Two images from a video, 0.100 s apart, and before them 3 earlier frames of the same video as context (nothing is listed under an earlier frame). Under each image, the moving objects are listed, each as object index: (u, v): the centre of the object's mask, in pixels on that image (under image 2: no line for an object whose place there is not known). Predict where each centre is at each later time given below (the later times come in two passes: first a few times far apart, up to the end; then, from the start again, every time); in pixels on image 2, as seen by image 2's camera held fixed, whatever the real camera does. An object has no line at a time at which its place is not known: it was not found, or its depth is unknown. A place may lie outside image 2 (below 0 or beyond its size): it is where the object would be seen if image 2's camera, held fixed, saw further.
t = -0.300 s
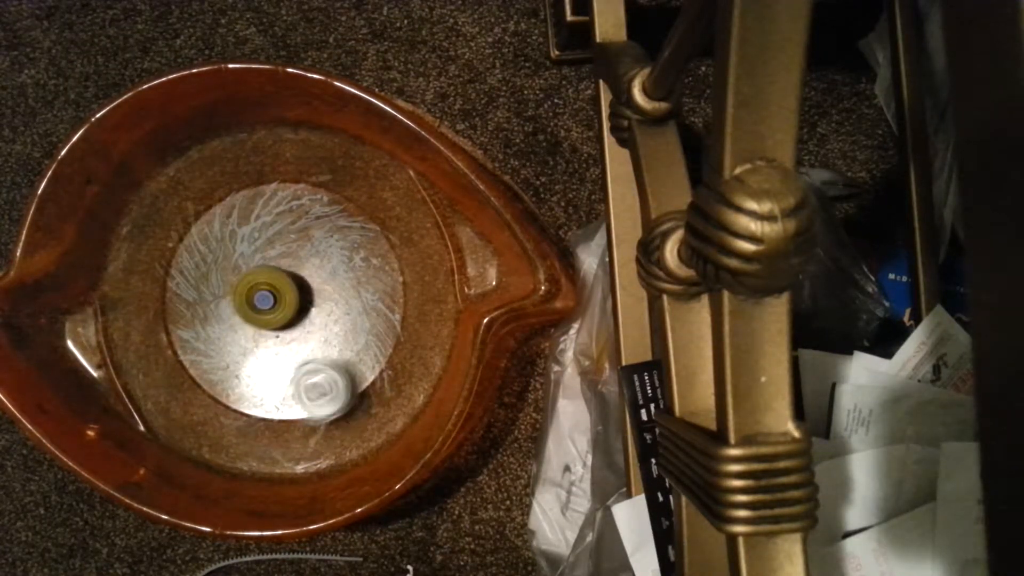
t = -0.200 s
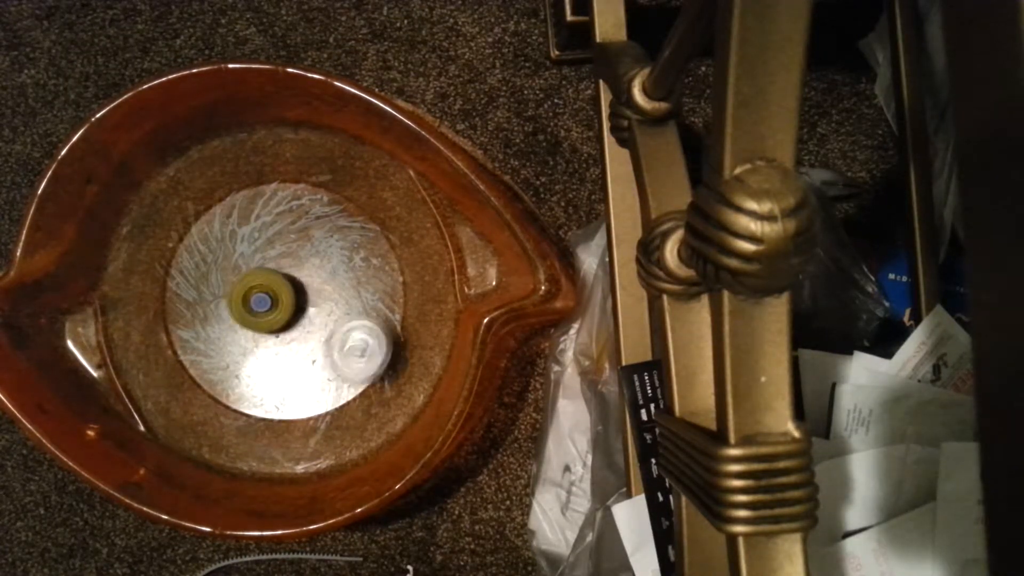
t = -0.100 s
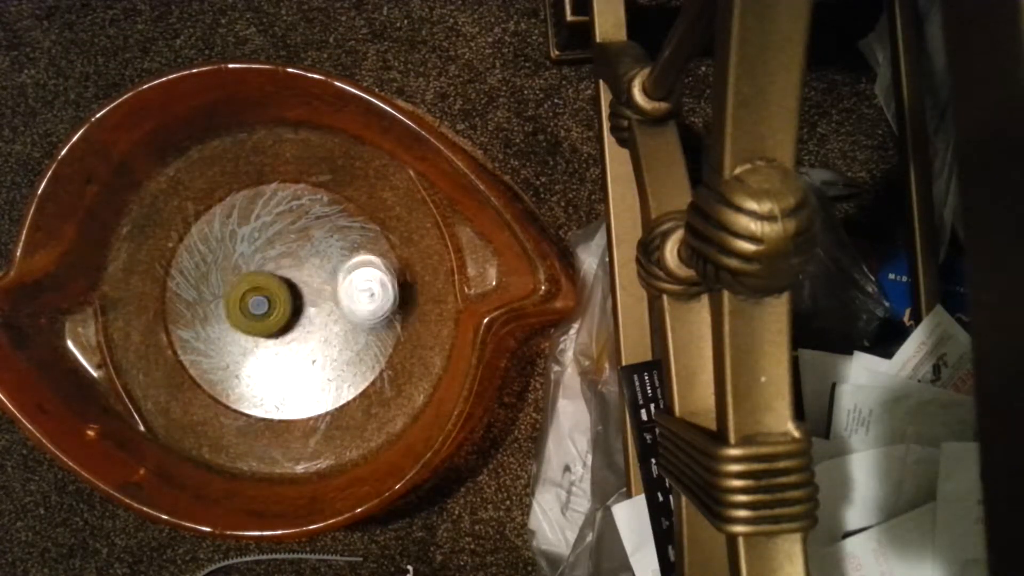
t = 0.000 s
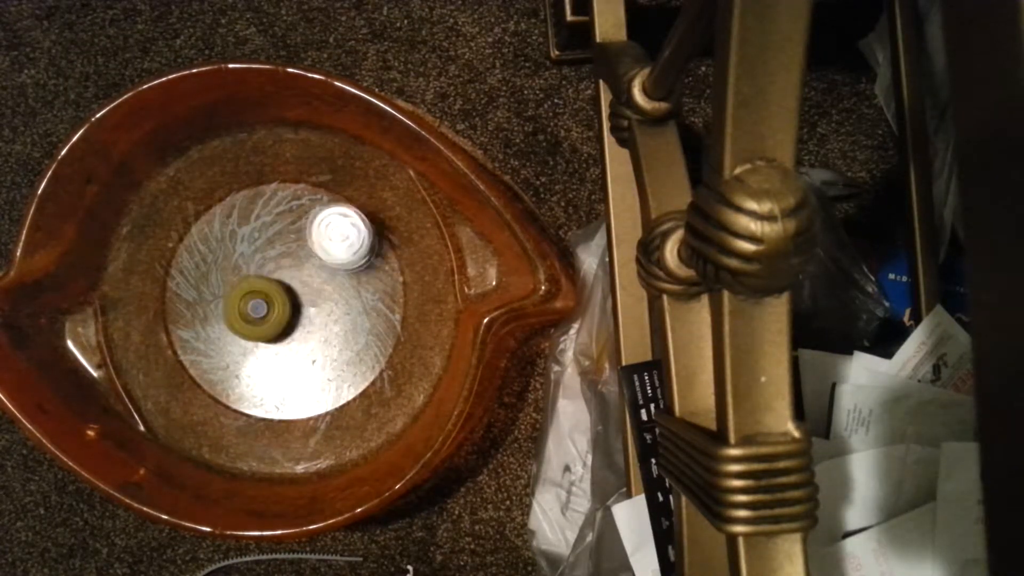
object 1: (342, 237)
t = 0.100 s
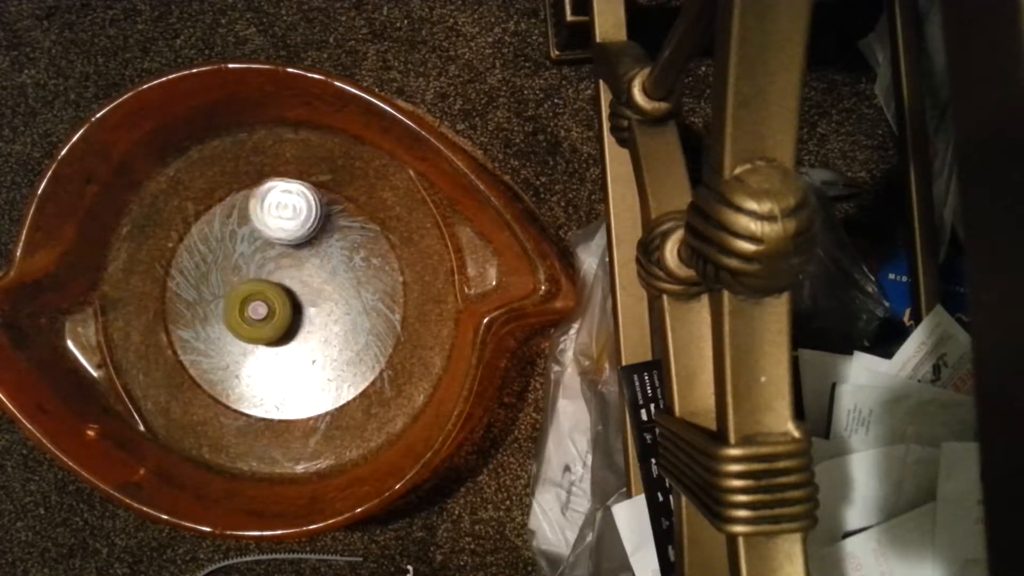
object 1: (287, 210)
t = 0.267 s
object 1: (194, 243)
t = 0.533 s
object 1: (240, 387)
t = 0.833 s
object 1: (362, 305)
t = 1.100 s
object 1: (255, 217)
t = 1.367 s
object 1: (198, 341)
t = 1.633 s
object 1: (320, 369)
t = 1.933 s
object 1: (320, 282)
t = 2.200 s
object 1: (247, 345)
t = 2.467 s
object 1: (279, 375)
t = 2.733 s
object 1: (291, 381)
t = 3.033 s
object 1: (325, 390)
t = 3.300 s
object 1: (274, 331)
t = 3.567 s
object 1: (194, 341)
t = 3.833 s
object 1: (241, 357)
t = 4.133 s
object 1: (201, 304)
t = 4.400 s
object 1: (195, 365)
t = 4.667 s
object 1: (242, 332)
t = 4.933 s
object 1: (204, 329)
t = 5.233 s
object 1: (242, 301)
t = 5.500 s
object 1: (247, 252)
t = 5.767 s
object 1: (246, 256)
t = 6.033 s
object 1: (252, 251)
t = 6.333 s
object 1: (232, 279)
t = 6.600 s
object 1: (287, 301)
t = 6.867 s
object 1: (331, 284)
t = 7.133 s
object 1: (310, 265)
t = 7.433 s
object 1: (278, 285)
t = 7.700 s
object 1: (231, 234)
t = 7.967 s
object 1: (215, 264)
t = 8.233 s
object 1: (246, 264)
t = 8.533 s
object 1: (269, 258)
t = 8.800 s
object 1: (306, 268)
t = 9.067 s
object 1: (327, 273)
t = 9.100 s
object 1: (327, 273)
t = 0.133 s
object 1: (265, 210)
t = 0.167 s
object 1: (245, 211)
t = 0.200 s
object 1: (223, 219)
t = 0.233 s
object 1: (208, 229)
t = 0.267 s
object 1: (194, 243)
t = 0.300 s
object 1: (185, 262)
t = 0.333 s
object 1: (180, 281)
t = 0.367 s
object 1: (179, 304)
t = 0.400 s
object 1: (183, 326)
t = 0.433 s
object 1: (189, 347)
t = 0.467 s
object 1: (202, 365)
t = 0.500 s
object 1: (221, 378)
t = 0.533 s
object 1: (240, 387)
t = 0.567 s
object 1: (262, 393)
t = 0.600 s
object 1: (282, 393)
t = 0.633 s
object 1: (304, 390)
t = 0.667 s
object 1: (323, 381)
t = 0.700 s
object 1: (334, 373)
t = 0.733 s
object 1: (347, 357)
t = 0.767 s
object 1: (354, 341)
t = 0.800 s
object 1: (360, 324)
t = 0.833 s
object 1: (362, 305)
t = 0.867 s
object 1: (361, 282)
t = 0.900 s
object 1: (355, 265)
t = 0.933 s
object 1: (344, 247)
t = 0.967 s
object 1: (331, 235)
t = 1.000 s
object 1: (313, 224)
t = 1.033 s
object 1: (295, 219)
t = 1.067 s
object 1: (275, 217)
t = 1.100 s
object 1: (255, 217)
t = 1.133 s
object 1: (234, 222)
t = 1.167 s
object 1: (219, 230)
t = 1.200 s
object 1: (204, 244)
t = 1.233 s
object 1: (195, 261)
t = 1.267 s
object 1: (188, 281)
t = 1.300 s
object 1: (187, 302)
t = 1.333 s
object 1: (190, 323)
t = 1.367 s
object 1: (198, 341)
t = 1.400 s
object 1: (209, 357)
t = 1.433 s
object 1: (220, 371)
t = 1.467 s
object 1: (237, 383)
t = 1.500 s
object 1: (254, 387)
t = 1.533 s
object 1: (274, 388)
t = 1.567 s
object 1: (291, 385)
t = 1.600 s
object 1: (308, 378)
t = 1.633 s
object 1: (320, 369)
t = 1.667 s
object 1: (331, 356)
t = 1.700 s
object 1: (341, 350)
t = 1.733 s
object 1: (346, 343)
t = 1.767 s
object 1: (348, 332)
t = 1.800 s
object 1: (347, 320)
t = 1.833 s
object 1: (342, 307)
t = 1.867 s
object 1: (337, 296)
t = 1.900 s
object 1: (330, 287)
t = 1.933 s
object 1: (320, 282)
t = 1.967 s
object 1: (307, 283)
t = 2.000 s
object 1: (295, 289)
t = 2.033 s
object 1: (284, 297)
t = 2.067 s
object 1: (275, 304)
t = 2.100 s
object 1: (264, 315)
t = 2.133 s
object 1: (257, 324)
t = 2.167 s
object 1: (250, 335)
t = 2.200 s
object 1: (247, 345)
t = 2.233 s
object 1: (245, 356)
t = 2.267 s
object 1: (246, 366)
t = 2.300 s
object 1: (249, 373)
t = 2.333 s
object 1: (254, 378)
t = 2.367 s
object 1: (260, 381)
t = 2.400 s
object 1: (267, 381)
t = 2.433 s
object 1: (274, 379)
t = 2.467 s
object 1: (279, 375)
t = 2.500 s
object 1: (286, 370)
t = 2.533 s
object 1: (289, 364)
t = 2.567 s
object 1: (291, 356)
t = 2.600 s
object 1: (291, 348)
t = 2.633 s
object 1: (291, 346)
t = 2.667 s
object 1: (289, 361)
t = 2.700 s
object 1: (289, 371)
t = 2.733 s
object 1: (291, 381)
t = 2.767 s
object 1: (295, 391)
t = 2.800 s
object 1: (300, 398)
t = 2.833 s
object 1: (305, 403)
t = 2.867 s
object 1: (310, 406)
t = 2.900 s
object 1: (314, 407)
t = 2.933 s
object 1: (318, 406)
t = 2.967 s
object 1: (321, 402)
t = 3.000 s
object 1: (324, 397)
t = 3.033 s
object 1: (325, 390)
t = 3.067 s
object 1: (325, 383)
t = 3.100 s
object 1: (322, 376)
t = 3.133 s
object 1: (317, 365)
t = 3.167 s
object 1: (310, 355)
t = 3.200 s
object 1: (304, 349)
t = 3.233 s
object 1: (294, 341)
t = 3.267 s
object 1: (285, 335)
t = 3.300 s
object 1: (274, 331)
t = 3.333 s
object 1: (263, 327)
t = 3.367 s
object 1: (251, 324)
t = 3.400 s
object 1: (239, 324)
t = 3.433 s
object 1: (224, 325)
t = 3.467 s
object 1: (214, 326)
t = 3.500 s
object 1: (205, 330)
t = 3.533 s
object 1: (198, 335)
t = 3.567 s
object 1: (194, 341)
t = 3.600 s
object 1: (193, 350)
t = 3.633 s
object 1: (194, 357)
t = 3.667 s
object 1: (199, 362)
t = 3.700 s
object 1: (206, 365)
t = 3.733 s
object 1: (215, 366)
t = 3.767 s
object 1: (225, 366)
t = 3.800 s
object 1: (233, 363)
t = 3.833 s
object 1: (241, 357)
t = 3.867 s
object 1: (249, 347)
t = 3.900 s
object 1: (255, 338)
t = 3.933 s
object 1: (258, 327)
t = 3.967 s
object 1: (259, 315)
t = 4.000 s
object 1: (260, 304)
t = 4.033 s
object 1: (258, 295)
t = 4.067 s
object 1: (235, 297)
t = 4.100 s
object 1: (217, 300)
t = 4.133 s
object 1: (201, 304)
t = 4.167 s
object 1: (189, 309)
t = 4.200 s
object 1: (180, 317)
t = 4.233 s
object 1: (173, 325)
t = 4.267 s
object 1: (168, 336)
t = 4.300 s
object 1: (172, 347)
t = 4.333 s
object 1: (180, 356)
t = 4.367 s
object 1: (186, 361)
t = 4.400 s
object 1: (195, 365)
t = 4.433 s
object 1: (206, 367)
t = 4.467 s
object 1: (217, 366)
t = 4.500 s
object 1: (228, 364)
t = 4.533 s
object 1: (241, 356)
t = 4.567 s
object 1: (253, 348)
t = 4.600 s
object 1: (260, 340)
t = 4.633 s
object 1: (252, 336)
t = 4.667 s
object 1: (242, 332)
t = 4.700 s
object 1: (232, 329)
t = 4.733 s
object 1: (224, 327)
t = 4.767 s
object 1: (218, 326)
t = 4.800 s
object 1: (213, 325)
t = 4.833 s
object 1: (208, 325)
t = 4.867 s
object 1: (205, 326)
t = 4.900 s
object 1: (204, 327)
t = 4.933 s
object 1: (204, 329)
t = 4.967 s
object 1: (206, 330)
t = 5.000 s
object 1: (210, 331)
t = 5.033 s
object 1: (215, 329)
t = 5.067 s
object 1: (220, 328)
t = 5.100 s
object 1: (225, 324)
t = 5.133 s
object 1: (230, 319)
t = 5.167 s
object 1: (235, 314)
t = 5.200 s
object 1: (239, 308)
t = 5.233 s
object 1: (242, 301)
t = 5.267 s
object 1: (245, 294)
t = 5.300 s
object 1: (247, 286)
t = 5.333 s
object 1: (247, 278)
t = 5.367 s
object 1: (249, 272)
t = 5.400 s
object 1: (249, 265)
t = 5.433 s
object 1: (249, 260)
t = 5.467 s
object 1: (248, 256)
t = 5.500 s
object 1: (247, 252)
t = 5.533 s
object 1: (246, 249)
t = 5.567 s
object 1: (244, 246)
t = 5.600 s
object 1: (243, 245)
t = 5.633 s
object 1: (242, 245)
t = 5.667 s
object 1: (242, 247)
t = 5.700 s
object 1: (243, 249)
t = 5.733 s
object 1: (244, 253)
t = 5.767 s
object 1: (246, 256)
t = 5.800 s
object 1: (249, 259)
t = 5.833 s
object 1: (253, 262)
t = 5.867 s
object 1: (258, 266)
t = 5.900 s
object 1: (263, 269)
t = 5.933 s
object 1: (267, 271)
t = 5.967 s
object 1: (263, 262)
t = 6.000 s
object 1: (257, 256)
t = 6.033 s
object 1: (252, 251)
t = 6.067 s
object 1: (246, 248)
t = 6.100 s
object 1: (241, 247)
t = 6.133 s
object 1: (237, 248)
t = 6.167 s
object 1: (233, 250)
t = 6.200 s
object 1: (230, 253)
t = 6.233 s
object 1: (228, 259)
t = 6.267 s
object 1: (228, 266)
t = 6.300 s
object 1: (229, 272)
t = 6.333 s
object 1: (232, 279)
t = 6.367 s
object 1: (236, 285)
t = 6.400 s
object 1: (243, 290)
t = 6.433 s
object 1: (250, 294)
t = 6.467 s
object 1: (257, 298)
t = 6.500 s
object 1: (265, 300)
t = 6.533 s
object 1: (272, 302)
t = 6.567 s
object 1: (280, 302)
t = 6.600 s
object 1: (287, 301)
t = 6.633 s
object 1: (294, 301)
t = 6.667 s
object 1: (301, 301)
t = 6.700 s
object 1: (307, 300)
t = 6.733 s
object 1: (313, 298)
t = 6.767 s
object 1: (319, 295)
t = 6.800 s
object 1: (324, 292)
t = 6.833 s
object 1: (328, 289)
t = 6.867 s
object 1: (331, 284)
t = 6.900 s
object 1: (332, 280)
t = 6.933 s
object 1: (333, 275)
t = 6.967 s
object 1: (331, 272)
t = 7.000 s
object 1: (328, 269)
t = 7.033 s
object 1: (324, 266)
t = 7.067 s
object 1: (320, 264)
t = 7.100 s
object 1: (315, 264)
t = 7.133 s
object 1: (310, 265)
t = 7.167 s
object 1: (305, 267)
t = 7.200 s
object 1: (300, 270)
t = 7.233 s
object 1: (296, 274)
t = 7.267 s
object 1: (293, 278)
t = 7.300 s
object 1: (289, 283)
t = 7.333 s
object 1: (287, 289)
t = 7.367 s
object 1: (284, 297)
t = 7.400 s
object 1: (282, 297)
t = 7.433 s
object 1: (278, 285)
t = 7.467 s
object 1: (273, 276)
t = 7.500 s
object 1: (268, 266)
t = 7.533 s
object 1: (263, 260)
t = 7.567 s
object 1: (258, 253)
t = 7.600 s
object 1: (251, 246)
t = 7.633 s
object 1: (245, 241)
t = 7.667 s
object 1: (239, 237)
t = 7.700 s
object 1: (231, 234)
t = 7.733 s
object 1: (225, 233)
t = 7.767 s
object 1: (219, 232)
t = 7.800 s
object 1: (214, 235)
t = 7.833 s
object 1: (211, 238)
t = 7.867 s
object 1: (209, 244)
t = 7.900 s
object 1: (209, 250)
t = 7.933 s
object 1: (211, 257)
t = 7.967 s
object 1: (215, 264)
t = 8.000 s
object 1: (221, 271)
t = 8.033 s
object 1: (228, 277)
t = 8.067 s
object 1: (234, 282)
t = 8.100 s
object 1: (236, 278)
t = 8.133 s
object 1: (238, 274)
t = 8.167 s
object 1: (241, 271)
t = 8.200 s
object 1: (243, 267)
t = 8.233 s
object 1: (246, 264)
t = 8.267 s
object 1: (248, 262)
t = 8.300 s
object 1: (250, 260)
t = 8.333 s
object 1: (252, 259)
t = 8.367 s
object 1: (255, 258)
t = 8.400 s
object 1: (257, 257)
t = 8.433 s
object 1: (260, 257)
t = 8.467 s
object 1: (263, 256)
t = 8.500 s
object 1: (265, 257)
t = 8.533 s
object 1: (269, 258)
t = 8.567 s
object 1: (273, 259)
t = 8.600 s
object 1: (277, 260)
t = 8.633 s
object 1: (282, 263)
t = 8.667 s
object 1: (286, 264)
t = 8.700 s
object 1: (290, 265)
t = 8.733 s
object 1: (296, 266)
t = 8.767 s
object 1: (301, 267)
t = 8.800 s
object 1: (306, 268)
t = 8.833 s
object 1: (310, 269)
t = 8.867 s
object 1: (314, 270)
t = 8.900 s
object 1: (318, 270)
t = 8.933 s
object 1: (321, 270)
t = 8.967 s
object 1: (324, 271)
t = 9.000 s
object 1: (326, 271)
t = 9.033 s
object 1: (327, 272)
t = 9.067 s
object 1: (327, 273)
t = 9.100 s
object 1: (327, 273)
